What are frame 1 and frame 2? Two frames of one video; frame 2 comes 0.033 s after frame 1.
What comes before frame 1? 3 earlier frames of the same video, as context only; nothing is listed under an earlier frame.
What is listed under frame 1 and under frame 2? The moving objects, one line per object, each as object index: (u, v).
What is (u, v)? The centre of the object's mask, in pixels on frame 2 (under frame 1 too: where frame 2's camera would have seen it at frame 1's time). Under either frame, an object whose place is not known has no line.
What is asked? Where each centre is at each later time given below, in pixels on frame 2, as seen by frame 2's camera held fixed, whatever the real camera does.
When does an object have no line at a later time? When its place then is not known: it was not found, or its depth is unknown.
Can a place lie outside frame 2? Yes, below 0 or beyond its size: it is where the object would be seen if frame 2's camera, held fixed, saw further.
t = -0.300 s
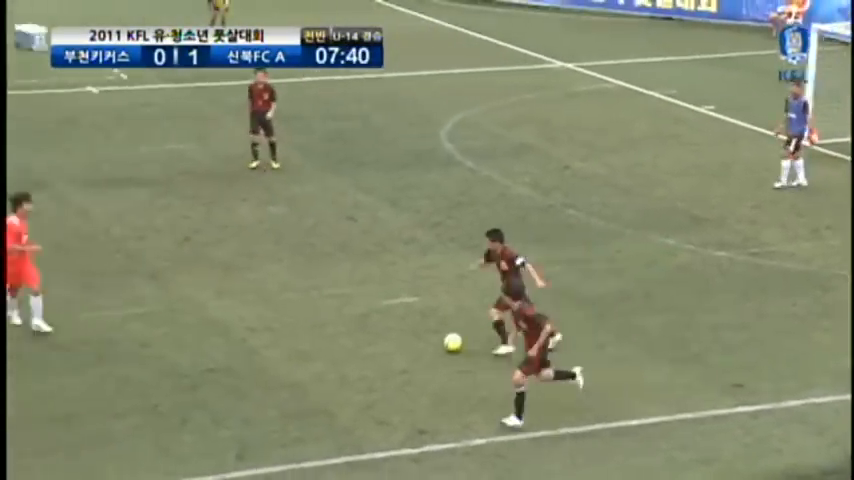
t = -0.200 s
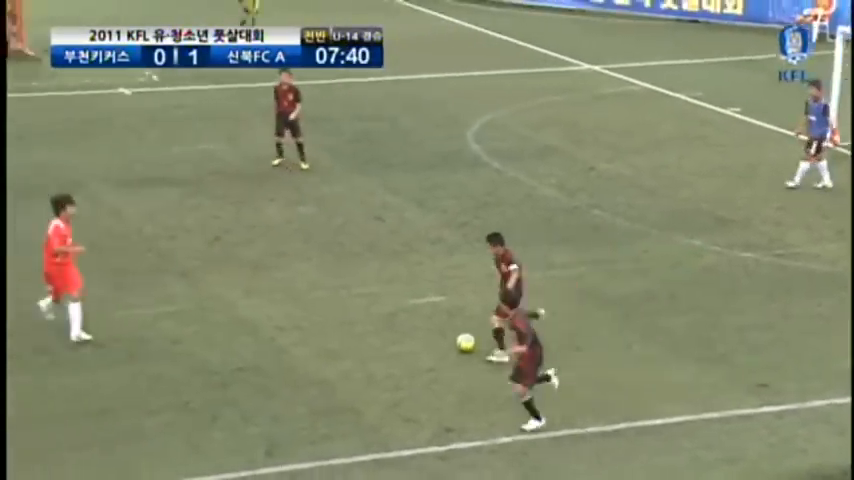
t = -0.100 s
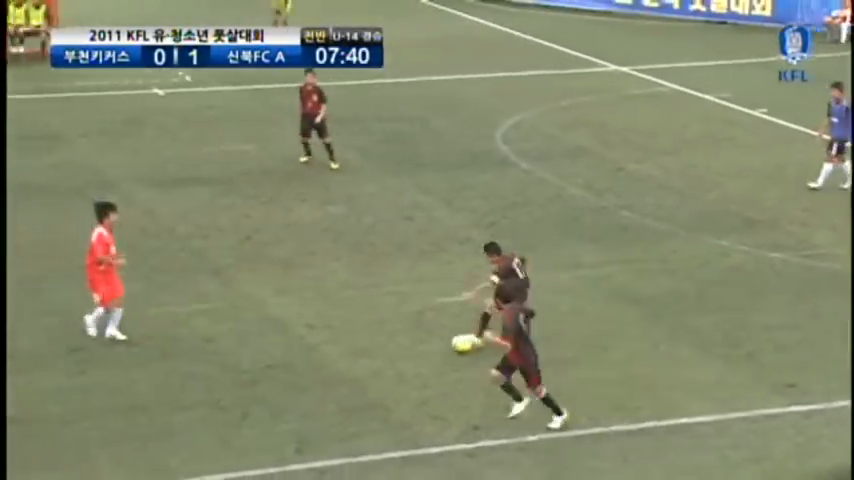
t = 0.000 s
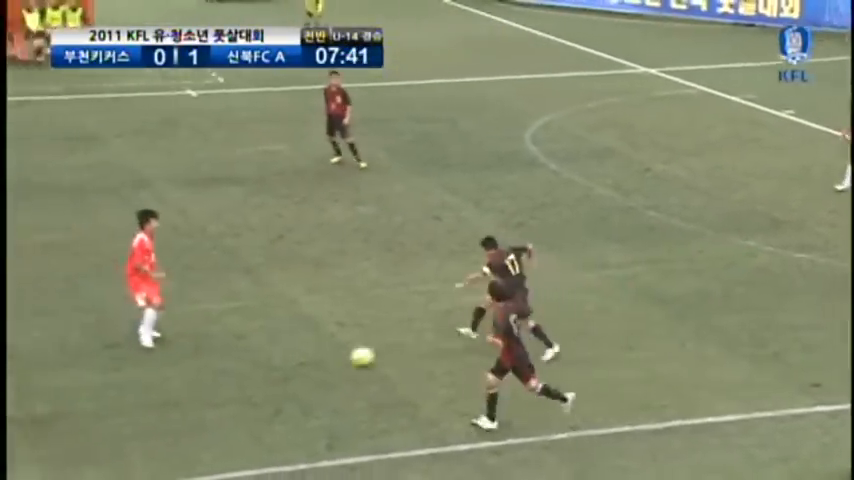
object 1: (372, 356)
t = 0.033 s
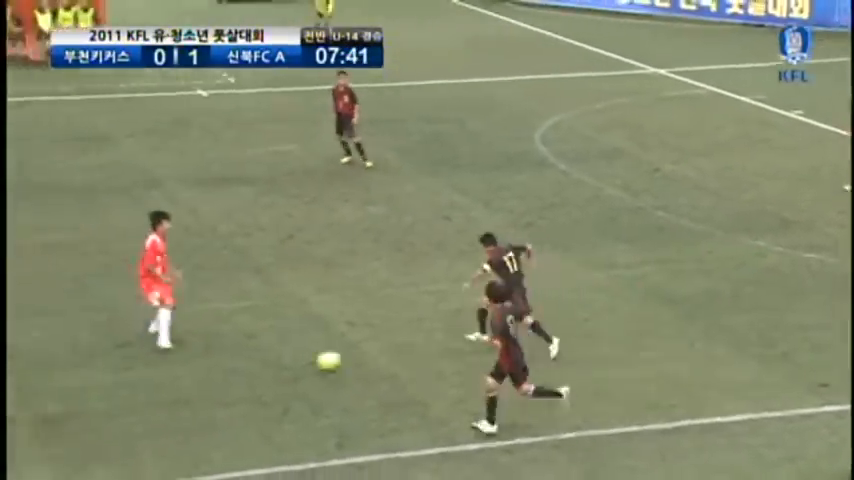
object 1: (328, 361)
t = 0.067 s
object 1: (286, 365)
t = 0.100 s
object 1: (243, 370)
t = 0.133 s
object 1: (200, 376)
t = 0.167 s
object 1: (158, 380)
